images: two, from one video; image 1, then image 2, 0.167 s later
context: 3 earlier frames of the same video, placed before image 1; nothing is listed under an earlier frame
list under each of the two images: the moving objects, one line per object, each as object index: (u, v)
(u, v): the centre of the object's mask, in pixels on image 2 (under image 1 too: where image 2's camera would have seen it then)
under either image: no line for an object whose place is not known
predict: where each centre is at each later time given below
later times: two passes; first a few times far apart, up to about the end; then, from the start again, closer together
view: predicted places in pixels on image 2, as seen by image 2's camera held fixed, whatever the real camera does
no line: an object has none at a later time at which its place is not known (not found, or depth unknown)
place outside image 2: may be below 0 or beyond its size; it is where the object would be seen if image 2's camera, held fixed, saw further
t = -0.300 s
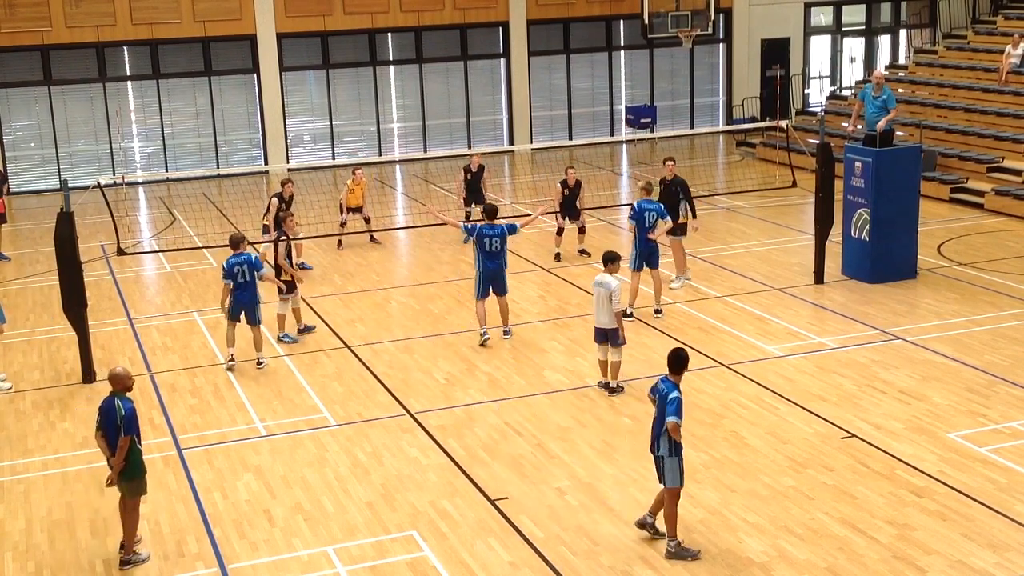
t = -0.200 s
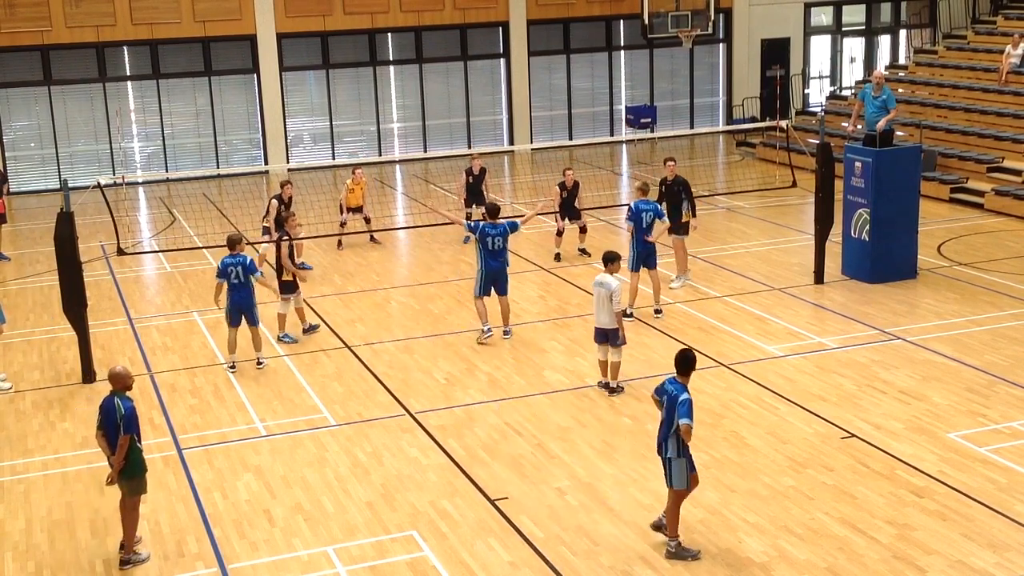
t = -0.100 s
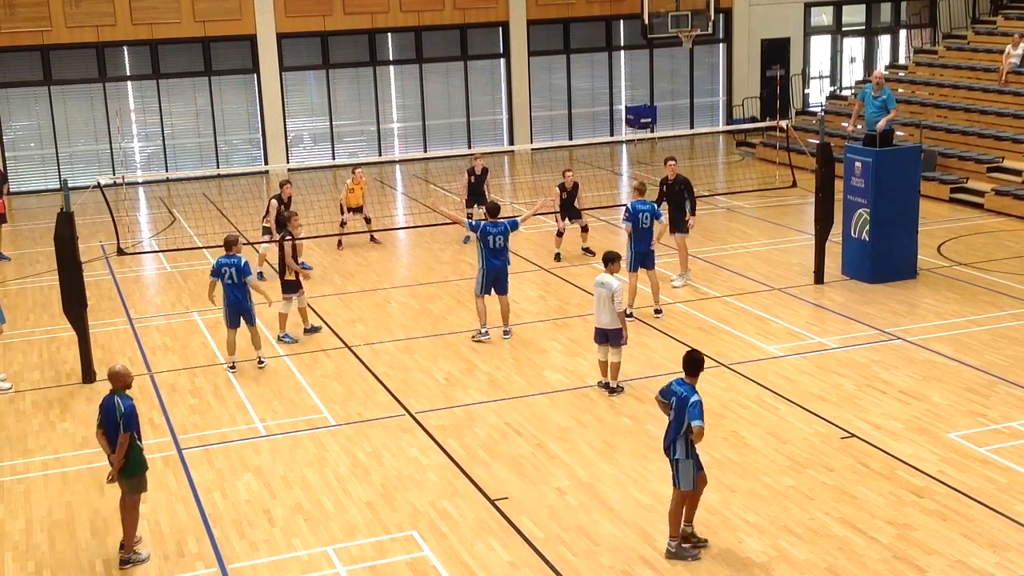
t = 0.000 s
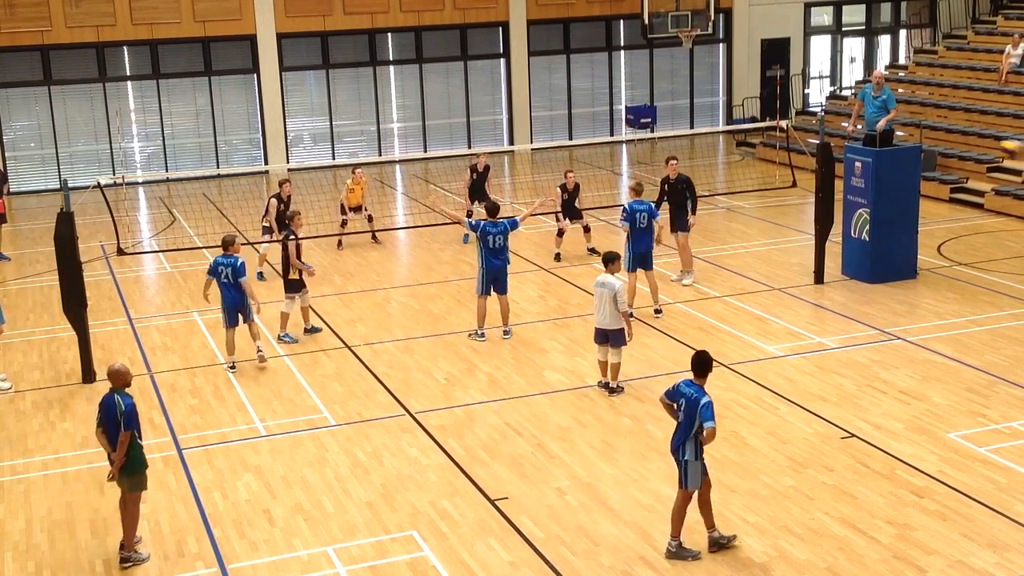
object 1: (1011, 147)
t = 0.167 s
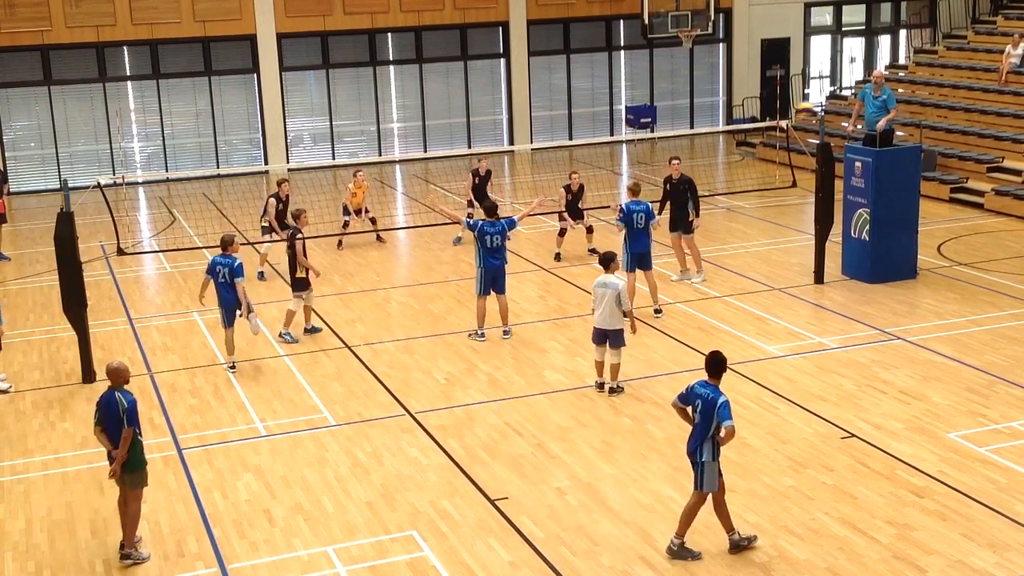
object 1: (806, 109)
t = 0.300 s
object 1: (693, 104)
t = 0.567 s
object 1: (541, 123)
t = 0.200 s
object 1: (773, 107)
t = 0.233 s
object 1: (745, 105)
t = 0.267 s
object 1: (719, 105)
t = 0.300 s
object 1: (693, 104)
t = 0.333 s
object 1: (670, 104)
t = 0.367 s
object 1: (648, 106)
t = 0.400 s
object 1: (628, 107)
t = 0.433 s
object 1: (608, 109)
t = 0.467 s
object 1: (590, 111)
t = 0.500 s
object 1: (573, 115)
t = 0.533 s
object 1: (556, 119)
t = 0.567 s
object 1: (541, 123)
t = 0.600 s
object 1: (526, 130)
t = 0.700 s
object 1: (487, 150)
